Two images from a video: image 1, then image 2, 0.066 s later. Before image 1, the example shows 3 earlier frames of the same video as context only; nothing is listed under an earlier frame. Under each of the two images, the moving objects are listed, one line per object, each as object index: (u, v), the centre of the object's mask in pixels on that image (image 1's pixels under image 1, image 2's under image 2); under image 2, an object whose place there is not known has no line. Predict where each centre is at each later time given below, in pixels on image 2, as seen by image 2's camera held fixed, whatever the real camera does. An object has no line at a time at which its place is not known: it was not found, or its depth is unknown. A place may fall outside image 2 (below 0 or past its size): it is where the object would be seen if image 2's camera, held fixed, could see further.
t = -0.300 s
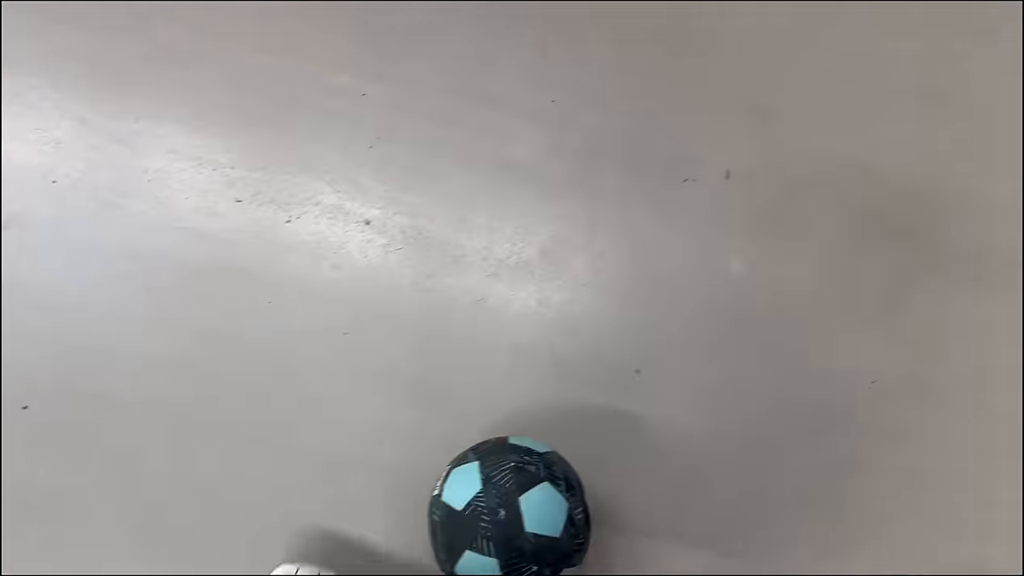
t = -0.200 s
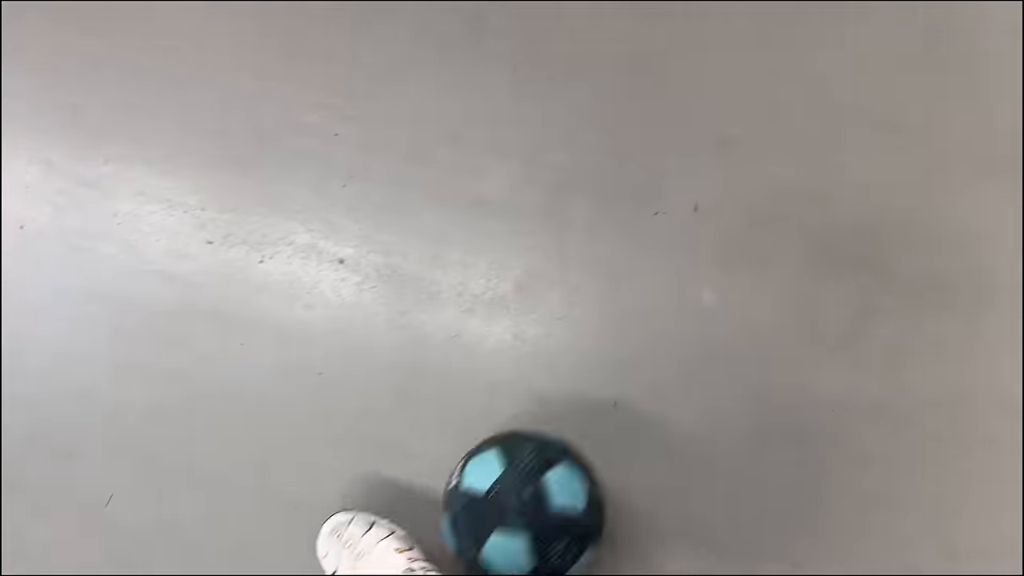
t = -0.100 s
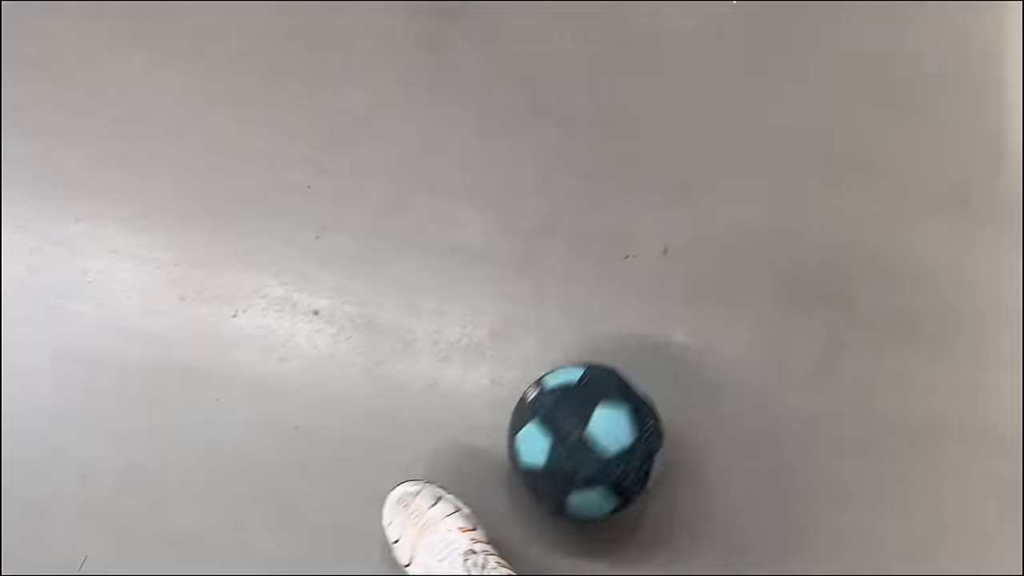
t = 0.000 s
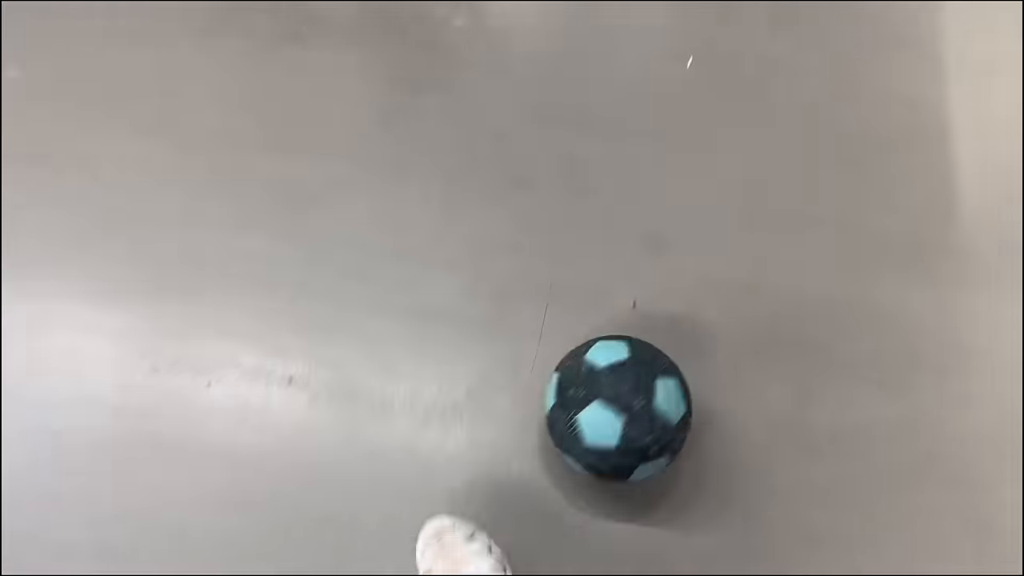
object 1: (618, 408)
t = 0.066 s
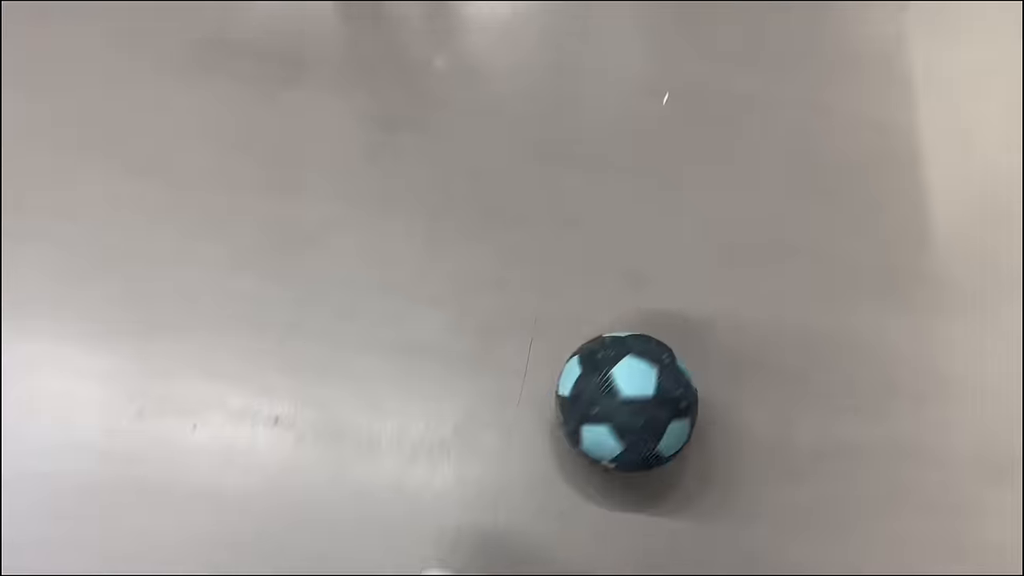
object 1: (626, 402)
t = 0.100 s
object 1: (648, 365)
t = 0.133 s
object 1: (659, 342)
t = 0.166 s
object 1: (667, 329)
